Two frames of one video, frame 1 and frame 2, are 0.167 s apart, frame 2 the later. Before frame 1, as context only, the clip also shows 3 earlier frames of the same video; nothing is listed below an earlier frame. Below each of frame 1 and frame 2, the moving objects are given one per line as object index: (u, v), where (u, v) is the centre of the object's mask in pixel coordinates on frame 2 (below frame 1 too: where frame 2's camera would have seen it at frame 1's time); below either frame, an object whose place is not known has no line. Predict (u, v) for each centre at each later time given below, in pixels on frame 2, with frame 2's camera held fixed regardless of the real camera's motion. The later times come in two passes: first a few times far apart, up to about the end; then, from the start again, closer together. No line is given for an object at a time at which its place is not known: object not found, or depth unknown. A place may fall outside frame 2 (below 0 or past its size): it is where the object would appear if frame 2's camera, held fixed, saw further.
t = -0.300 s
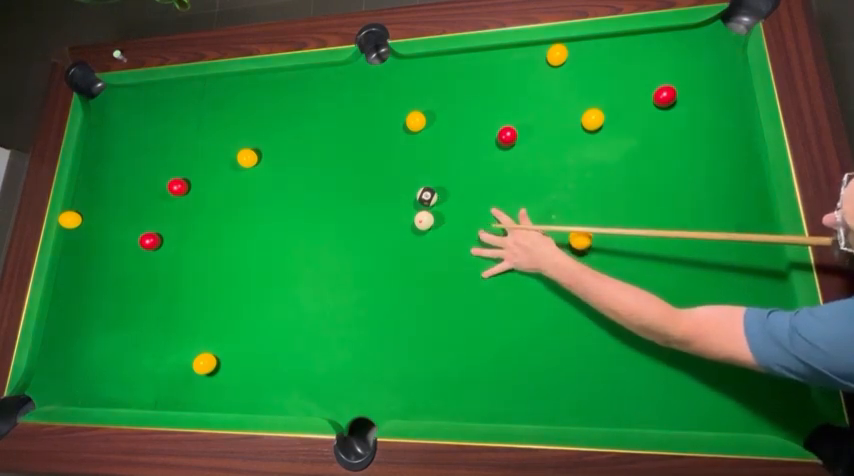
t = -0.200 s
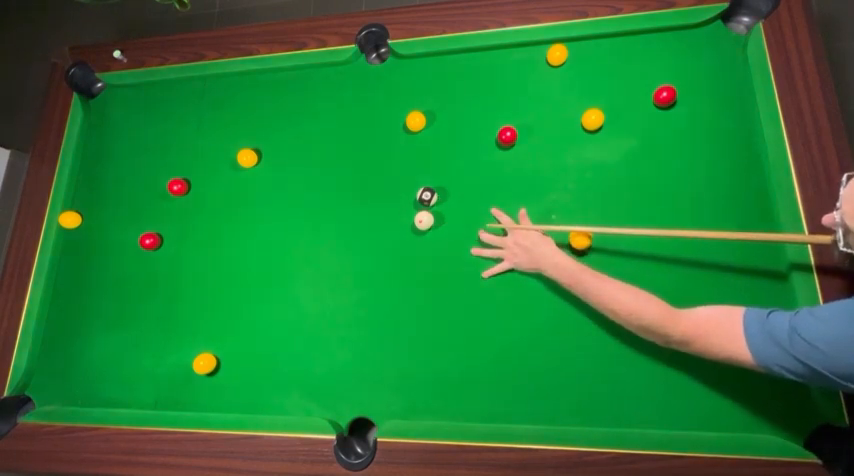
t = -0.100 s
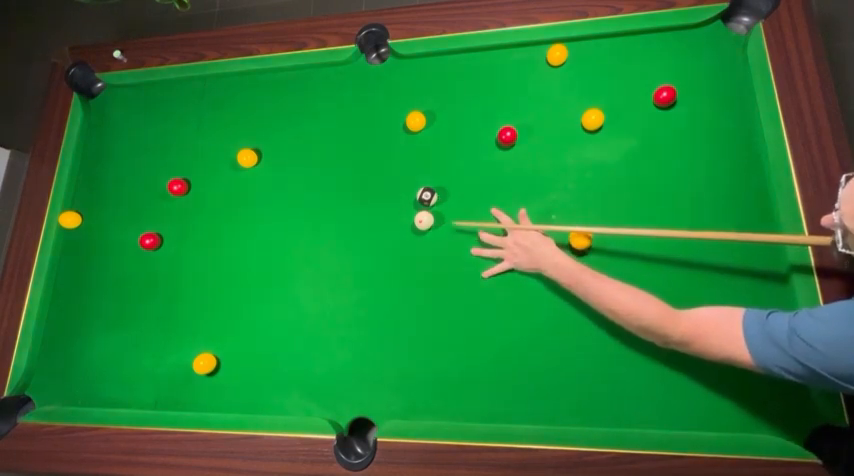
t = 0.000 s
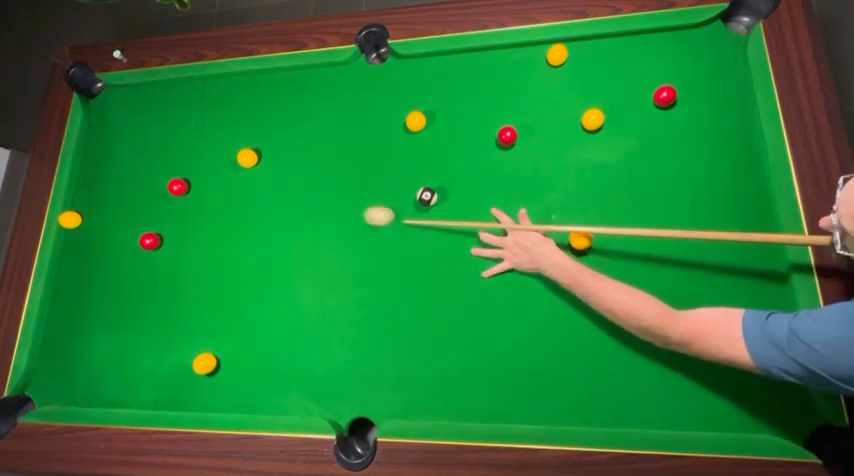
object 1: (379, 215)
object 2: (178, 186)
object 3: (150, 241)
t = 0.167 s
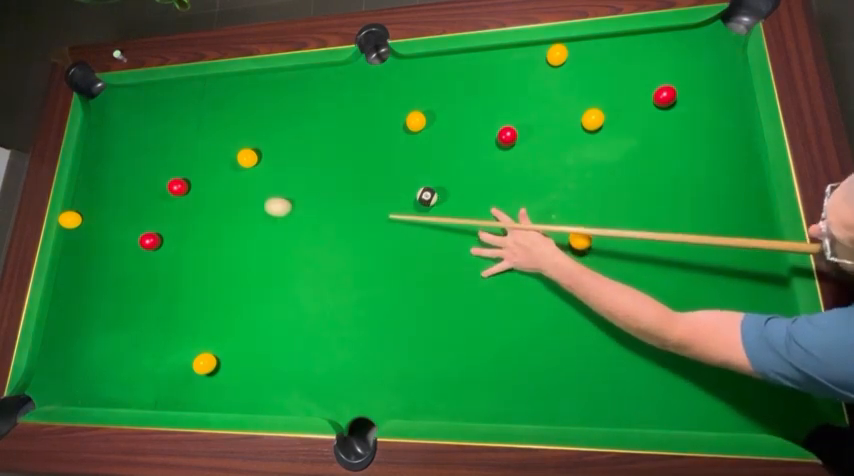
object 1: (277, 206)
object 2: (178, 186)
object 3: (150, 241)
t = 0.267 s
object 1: (232, 202)
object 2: (178, 186)
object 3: (150, 241)
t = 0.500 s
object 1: (167, 215)
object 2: (165, 172)
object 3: (150, 241)
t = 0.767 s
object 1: (120, 228)
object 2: (142, 145)
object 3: (147, 255)
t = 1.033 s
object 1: (80, 235)
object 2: (122, 121)
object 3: (143, 272)
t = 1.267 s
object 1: (74, 238)
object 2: (107, 103)
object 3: (140, 284)
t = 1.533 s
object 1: (93, 242)
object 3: (139, 296)
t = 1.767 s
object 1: (109, 244)
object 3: (138, 303)
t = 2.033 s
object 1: (126, 246)
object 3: (137, 309)
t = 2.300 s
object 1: (139, 249)
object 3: (137, 311)
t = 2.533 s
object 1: (150, 251)
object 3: (137, 311)
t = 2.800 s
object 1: (160, 252)
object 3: (137, 311)
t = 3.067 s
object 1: (167, 253)
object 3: (137, 311)
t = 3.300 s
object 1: (171, 255)
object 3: (137, 311)
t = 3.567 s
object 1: (172, 256)
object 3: (137, 311)
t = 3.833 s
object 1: (173, 256)
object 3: (137, 311)
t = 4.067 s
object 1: (173, 256)
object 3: (137, 311)
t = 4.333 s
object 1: (173, 256)
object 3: (137, 311)
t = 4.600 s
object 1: (173, 256)
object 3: (137, 311)
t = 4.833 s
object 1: (173, 256)
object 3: (137, 311)
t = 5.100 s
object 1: (173, 256)
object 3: (137, 311)
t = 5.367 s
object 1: (173, 256)
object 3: (137, 311)
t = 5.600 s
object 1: (173, 256)
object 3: (137, 311)
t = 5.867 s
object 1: (173, 256)
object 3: (137, 311)
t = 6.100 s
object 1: (173, 256)
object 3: (137, 311)
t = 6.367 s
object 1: (172, 256)
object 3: (137, 311)
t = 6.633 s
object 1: (173, 256)
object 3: (137, 311)
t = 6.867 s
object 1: (173, 256)
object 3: (137, 311)
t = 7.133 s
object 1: (173, 256)
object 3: (137, 311)
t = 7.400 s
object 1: (172, 256)
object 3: (137, 311)
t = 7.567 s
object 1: (172, 256)
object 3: (137, 311)
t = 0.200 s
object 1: (261, 205)
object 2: (178, 186)
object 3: (150, 241)
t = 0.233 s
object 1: (246, 204)
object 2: (178, 186)
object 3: (150, 241)
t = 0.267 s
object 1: (232, 202)
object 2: (178, 186)
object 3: (150, 241)
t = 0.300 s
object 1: (219, 201)
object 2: (178, 186)
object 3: (150, 241)
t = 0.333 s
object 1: (207, 200)
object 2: (178, 186)
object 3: (150, 241)
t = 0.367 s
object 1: (195, 199)
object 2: (177, 186)
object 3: (150, 241)
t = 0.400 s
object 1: (185, 200)
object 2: (176, 185)
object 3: (150, 241)
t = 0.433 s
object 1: (179, 206)
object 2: (172, 180)
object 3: (150, 241)
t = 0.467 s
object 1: (173, 210)
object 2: (168, 176)
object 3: (150, 241)
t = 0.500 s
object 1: (167, 215)
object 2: (165, 172)
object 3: (150, 241)
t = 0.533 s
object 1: (160, 219)
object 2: (162, 168)
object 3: (150, 241)
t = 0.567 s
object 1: (153, 223)
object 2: (159, 165)
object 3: (150, 241)
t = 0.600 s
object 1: (148, 224)
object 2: (156, 161)
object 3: (150, 243)
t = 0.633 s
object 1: (142, 225)
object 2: (153, 158)
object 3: (149, 246)
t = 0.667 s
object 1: (136, 226)
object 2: (150, 154)
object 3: (148, 248)
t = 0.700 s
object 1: (131, 227)
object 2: (147, 151)
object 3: (148, 251)
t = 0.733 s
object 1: (125, 227)
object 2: (145, 148)
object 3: (147, 253)
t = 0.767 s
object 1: (120, 228)
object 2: (142, 145)
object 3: (147, 255)
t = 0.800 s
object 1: (115, 229)
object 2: (139, 142)
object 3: (146, 258)
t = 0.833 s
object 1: (110, 230)
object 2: (137, 139)
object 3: (145, 260)
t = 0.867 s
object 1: (105, 231)
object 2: (134, 136)
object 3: (145, 262)
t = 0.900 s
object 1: (99, 232)
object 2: (131, 133)
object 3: (144, 264)
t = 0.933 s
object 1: (94, 232)
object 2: (129, 130)
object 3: (144, 266)
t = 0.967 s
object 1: (90, 233)
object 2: (127, 127)
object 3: (144, 268)
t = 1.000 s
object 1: (85, 234)
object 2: (125, 124)
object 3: (143, 270)
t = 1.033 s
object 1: (80, 235)
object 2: (122, 121)
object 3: (143, 272)
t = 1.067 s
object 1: (75, 235)
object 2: (120, 119)
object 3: (142, 274)
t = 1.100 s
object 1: (71, 236)
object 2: (118, 116)
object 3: (142, 276)
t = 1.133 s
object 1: (66, 237)
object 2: (115, 113)
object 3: (142, 277)
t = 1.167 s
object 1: (65, 237)
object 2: (113, 111)
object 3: (141, 279)
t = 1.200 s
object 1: (68, 238)
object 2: (111, 108)
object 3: (141, 281)
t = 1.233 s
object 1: (71, 238)
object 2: (109, 106)
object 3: (141, 283)
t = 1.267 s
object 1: (74, 238)
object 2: (107, 103)
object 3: (140, 284)
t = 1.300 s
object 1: (76, 239)
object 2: (105, 101)
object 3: (140, 286)
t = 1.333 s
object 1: (79, 239)
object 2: (103, 99)
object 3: (140, 287)
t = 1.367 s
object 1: (81, 240)
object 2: (101, 96)
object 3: (140, 289)
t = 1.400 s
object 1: (84, 240)
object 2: (99, 93)
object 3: (139, 290)
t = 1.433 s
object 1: (86, 240)
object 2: (98, 91)
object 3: (139, 292)
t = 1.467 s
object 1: (88, 241)
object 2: (95, 89)
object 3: (139, 293)
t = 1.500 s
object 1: (91, 241)
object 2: (94, 87)
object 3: (139, 294)
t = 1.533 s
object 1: (93, 242)
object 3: (139, 296)
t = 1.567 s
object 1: (96, 242)
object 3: (138, 297)
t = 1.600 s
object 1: (98, 242)
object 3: (138, 298)
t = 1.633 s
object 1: (100, 242)
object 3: (138, 299)
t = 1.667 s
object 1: (103, 243)
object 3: (138, 300)
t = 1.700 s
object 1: (105, 243)
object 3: (138, 301)
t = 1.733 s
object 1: (107, 243)
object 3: (138, 302)
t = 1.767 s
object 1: (109, 244)
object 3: (138, 303)
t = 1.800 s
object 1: (112, 244)
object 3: (138, 304)
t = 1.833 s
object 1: (114, 244)
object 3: (138, 305)
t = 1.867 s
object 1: (116, 245)
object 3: (138, 306)
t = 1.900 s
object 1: (118, 245)
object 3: (137, 306)
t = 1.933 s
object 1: (120, 245)
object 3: (137, 307)
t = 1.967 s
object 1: (122, 246)
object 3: (137, 308)
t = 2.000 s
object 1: (124, 246)
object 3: (137, 308)
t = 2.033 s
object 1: (126, 246)
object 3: (137, 309)
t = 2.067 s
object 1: (128, 247)
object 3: (137, 309)
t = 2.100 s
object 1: (129, 247)
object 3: (137, 310)
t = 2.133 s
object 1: (131, 247)
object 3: (137, 310)
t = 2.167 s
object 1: (133, 248)
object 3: (137, 310)
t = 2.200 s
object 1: (135, 248)
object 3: (137, 311)
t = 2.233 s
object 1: (136, 248)
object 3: (137, 311)
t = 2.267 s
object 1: (138, 249)
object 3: (137, 311)
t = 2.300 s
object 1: (139, 249)
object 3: (137, 311)
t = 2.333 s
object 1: (141, 249)
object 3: (137, 311)
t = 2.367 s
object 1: (143, 249)
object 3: (137, 311)
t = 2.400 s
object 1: (144, 250)
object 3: (137, 311)
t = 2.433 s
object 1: (146, 250)
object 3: (137, 311)
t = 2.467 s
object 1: (147, 250)
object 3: (137, 312)
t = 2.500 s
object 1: (149, 250)
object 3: (137, 311)
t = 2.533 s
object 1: (150, 251)
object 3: (137, 311)
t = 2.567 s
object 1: (151, 251)
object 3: (137, 311)
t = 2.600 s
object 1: (153, 251)
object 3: (137, 311)
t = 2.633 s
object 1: (154, 251)
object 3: (137, 311)
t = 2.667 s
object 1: (155, 252)
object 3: (137, 311)
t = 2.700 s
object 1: (157, 252)
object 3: (137, 311)
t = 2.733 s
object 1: (158, 252)
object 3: (137, 311)
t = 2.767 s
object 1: (159, 252)
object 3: (137, 311)
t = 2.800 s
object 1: (160, 252)
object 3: (137, 311)
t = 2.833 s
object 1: (161, 252)
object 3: (137, 311)
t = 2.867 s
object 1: (162, 252)
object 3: (137, 311)
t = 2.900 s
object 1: (163, 253)
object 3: (137, 311)
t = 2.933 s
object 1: (163, 253)
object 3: (137, 311)
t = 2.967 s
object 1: (164, 253)
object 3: (137, 311)
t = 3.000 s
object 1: (165, 253)
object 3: (137, 311)
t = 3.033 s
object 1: (166, 253)
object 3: (137, 311)
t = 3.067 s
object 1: (167, 253)
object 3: (137, 311)
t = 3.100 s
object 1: (167, 254)
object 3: (137, 311)
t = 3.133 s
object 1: (168, 254)
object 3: (137, 311)
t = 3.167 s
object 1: (169, 254)
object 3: (137, 311)
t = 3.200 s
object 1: (169, 254)
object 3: (137, 311)
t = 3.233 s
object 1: (170, 254)
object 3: (137, 311)
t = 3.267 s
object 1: (170, 254)
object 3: (137, 311)
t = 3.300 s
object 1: (171, 255)
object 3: (137, 311)
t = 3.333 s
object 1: (171, 255)
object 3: (137, 311)
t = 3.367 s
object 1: (171, 255)
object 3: (137, 311)
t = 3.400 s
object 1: (172, 255)
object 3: (137, 311)
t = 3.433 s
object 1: (172, 255)
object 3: (137, 311)
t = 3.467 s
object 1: (172, 255)
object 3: (137, 311)
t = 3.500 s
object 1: (172, 255)
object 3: (137, 311)
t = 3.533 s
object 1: (172, 256)
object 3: (137, 311)
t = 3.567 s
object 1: (172, 256)
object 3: (137, 311)
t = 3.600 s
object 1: (173, 256)
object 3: (137, 311)
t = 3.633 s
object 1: (173, 256)
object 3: (137, 311)
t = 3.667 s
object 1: (173, 256)
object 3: (137, 311)
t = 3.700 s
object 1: (173, 256)
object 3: (137, 311)
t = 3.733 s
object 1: (173, 256)
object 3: (137, 311)
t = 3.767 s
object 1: (173, 256)
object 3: (137, 311)
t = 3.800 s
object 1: (173, 256)
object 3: (137, 311)
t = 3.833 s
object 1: (173, 256)
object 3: (137, 311)
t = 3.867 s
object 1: (173, 256)
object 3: (137, 311)
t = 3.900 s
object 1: (173, 256)
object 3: (137, 311)
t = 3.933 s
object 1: (173, 256)
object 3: (137, 311)
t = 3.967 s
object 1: (173, 256)
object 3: (137, 311)
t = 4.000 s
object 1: (173, 256)
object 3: (137, 311)
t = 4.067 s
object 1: (173, 256)
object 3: (137, 311)
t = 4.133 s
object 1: (173, 256)
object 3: (137, 311)
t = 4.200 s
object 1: (173, 256)
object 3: (137, 311)
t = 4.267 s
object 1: (173, 256)
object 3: (137, 311)
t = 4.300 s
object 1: (173, 256)
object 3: (137, 311)
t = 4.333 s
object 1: (173, 256)
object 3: (137, 311)
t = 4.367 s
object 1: (173, 256)
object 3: (137, 311)
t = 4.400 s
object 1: (173, 256)
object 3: (137, 311)
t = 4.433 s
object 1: (173, 256)
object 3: (137, 311)
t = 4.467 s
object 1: (173, 256)
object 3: (137, 311)
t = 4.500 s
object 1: (173, 256)
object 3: (137, 311)
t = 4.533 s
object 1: (173, 256)
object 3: (137, 311)
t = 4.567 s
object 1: (173, 256)
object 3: (137, 311)
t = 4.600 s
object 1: (173, 256)
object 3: (137, 311)
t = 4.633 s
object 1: (173, 256)
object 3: (137, 311)
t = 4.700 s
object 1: (173, 256)
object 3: (137, 311)
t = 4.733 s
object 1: (173, 256)
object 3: (137, 311)
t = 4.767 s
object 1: (173, 256)
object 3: (137, 311)
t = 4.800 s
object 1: (173, 256)
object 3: (137, 311)
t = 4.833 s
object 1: (173, 256)
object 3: (137, 311)
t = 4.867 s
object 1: (173, 256)
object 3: (137, 311)
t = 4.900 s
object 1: (173, 256)
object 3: (137, 311)
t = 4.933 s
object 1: (173, 256)
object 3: (137, 311)
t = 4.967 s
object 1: (173, 256)
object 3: (137, 311)
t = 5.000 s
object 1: (173, 256)
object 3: (137, 311)
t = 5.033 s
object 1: (172, 256)
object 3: (137, 311)
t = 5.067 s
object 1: (173, 256)
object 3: (137, 311)
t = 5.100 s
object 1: (173, 256)
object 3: (137, 311)
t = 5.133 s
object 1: (172, 256)
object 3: (137, 311)
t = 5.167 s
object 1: (172, 256)
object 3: (137, 311)
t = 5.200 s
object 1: (173, 256)
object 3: (137, 311)
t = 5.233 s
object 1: (173, 256)
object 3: (137, 311)
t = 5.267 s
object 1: (173, 256)
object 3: (137, 311)
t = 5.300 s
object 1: (173, 256)
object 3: (137, 311)
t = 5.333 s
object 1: (173, 256)
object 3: (137, 311)
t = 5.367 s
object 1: (173, 256)
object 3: (137, 311)
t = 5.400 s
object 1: (173, 256)
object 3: (137, 311)
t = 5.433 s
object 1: (173, 256)
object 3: (137, 311)
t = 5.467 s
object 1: (173, 256)
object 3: (137, 311)
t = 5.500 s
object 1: (173, 256)
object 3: (137, 311)
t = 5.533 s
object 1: (173, 256)
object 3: (137, 311)
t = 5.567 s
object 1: (173, 256)
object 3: (137, 311)
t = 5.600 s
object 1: (173, 256)
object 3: (137, 311)
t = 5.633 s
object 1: (173, 256)
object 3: (137, 311)
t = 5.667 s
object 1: (173, 256)
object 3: (137, 311)
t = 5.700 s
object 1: (173, 256)
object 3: (137, 311)
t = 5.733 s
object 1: (173, 256)
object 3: (137, 311)
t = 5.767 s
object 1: (173, 256)
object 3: (137, 311)
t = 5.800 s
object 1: (173, 256)
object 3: (137, 311)
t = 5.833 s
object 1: (173, 256)
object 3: (137, 311)
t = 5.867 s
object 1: (173, 256)
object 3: (137, 311)
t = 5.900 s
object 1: (173, 256)
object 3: (137, 311)
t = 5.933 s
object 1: (173, 256)
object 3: (137, 311)
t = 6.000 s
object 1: (173, 256)
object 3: (137, 311)
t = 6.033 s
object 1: (173, 256)
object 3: (137, 311)
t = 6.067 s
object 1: (173, 256)
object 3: (137, 311)
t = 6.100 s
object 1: (173, 256)
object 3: (137, 311)
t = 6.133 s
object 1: (173, 256)
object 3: (137, 311)
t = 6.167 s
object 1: (172, 256)
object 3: (137, 311)
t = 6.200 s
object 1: (172, 256)
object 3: (137, 311)
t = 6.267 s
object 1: (172, 256)
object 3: (137, 311)
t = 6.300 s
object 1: (172, 256)
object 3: (137, 311)
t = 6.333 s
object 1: (173, 256)
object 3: (137, 311)
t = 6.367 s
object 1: (172, 256)
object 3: (137, 311)
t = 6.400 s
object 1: (173, 256)
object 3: (137, 311)
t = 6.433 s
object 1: (173, 256)
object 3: (137, 311)
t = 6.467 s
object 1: (173, 256)
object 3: (137, 311)
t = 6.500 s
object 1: (173, 256)
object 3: (137, 311)
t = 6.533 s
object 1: (173, 256)
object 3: (137, 311)
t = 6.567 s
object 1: (173, 256)
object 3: (137, 311)
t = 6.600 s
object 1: (173, 256)
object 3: (137, 311)
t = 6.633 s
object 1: (173, 256)
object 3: (137, 311)
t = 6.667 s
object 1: (173, 256)
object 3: (137, 311)
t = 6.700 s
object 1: (173, 256)
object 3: (137, 311)
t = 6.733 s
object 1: (173, 256)
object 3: (137, 311)
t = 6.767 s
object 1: (173, 256)
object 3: (137, 311)
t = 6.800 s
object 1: (173, 256)
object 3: (137, 311)
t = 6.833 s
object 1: (173, 256)
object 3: (137, 311)
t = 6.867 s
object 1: (173, 256)
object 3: (137, 311)
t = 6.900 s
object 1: (173, 256)
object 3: (137, 311)
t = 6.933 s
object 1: (173, 256)
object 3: (137, 311)
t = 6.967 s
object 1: (173, 256)
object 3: (137, 311)
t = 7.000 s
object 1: (172, 256)
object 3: (137, 311)
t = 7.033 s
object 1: (173, 256)
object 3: (137, 311)
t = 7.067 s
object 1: (173, 256)
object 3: (137, 311)
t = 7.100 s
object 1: (172, 256)
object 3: (137, 311)
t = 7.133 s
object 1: (173, 256)
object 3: (137, 311)
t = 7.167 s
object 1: (173, 256)
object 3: (137, 311)
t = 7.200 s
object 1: (173, 256)
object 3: (137, 311)
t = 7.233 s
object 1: (172, 256)
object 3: (137, 311)
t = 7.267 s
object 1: (172, 256)
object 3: (137, 311)
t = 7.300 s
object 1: (172, 256)
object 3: (137, 311)
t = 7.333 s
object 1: (172, 256)
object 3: (137, 311)
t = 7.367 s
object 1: (172, 256)
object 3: (137, 311)
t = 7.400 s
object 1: (172, 256)
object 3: (137, 311)
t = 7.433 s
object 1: (173, 256)
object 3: (137, 311)
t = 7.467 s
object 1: (173, 256)
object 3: (137, 311)
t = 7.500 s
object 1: (172, 256)
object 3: (137, 311)
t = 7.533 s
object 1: (172, 256)
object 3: (137, 311)
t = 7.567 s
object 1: (172, 256)
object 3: (137, 311)
